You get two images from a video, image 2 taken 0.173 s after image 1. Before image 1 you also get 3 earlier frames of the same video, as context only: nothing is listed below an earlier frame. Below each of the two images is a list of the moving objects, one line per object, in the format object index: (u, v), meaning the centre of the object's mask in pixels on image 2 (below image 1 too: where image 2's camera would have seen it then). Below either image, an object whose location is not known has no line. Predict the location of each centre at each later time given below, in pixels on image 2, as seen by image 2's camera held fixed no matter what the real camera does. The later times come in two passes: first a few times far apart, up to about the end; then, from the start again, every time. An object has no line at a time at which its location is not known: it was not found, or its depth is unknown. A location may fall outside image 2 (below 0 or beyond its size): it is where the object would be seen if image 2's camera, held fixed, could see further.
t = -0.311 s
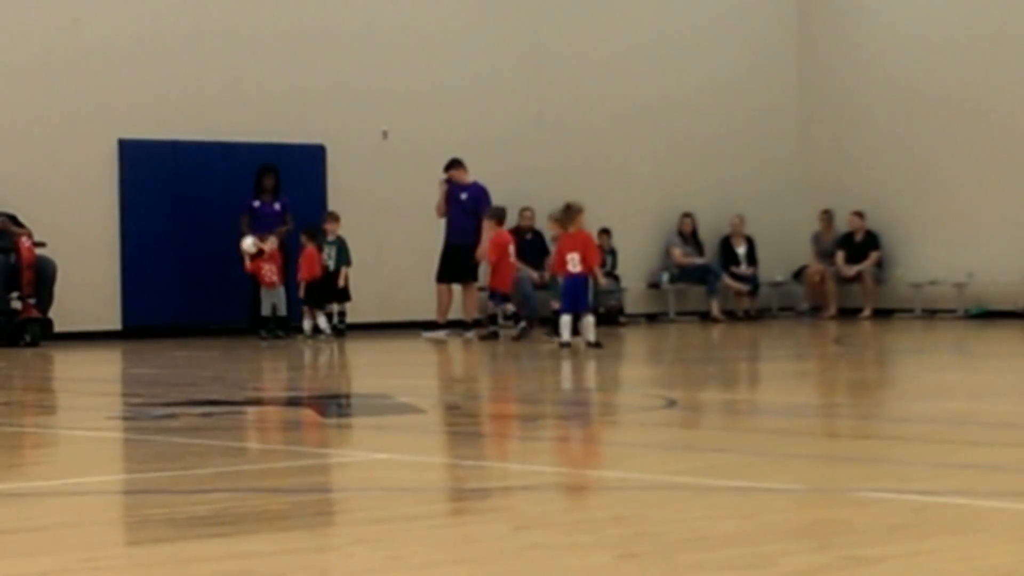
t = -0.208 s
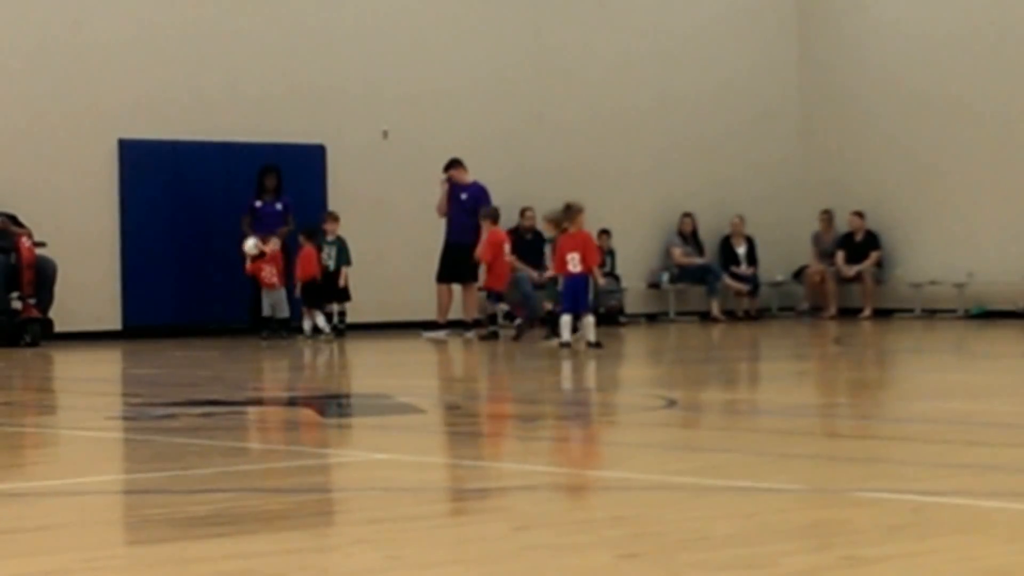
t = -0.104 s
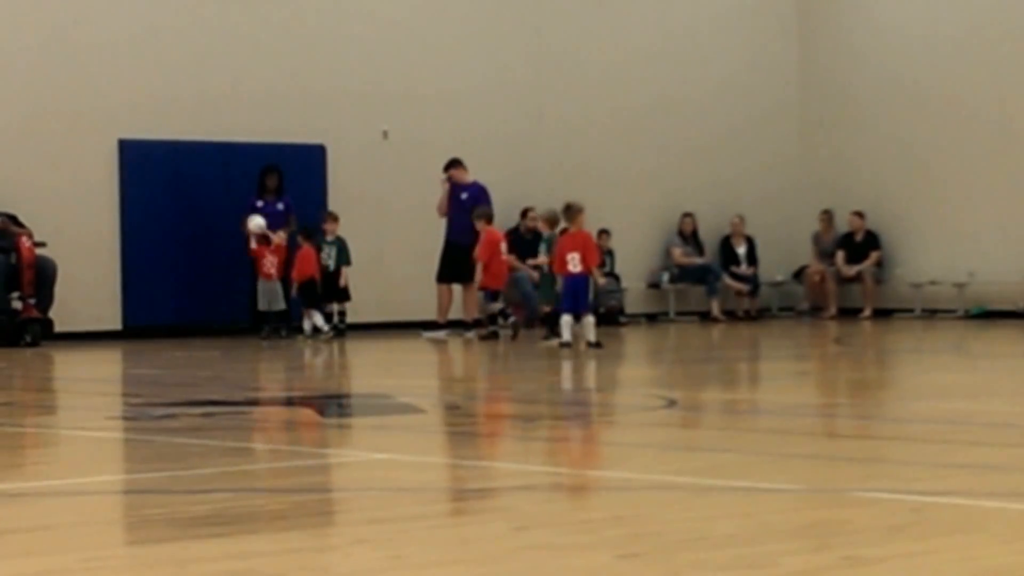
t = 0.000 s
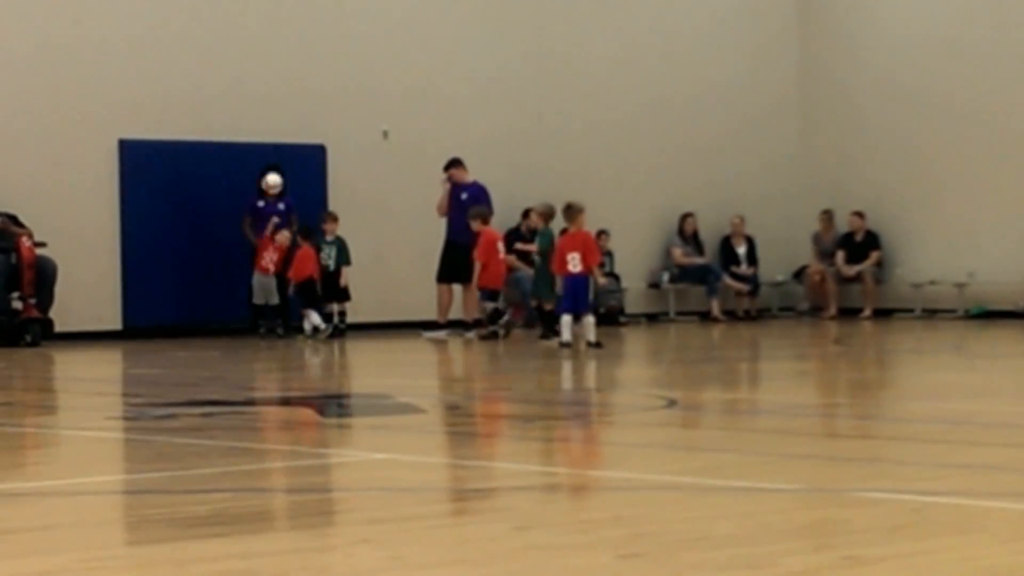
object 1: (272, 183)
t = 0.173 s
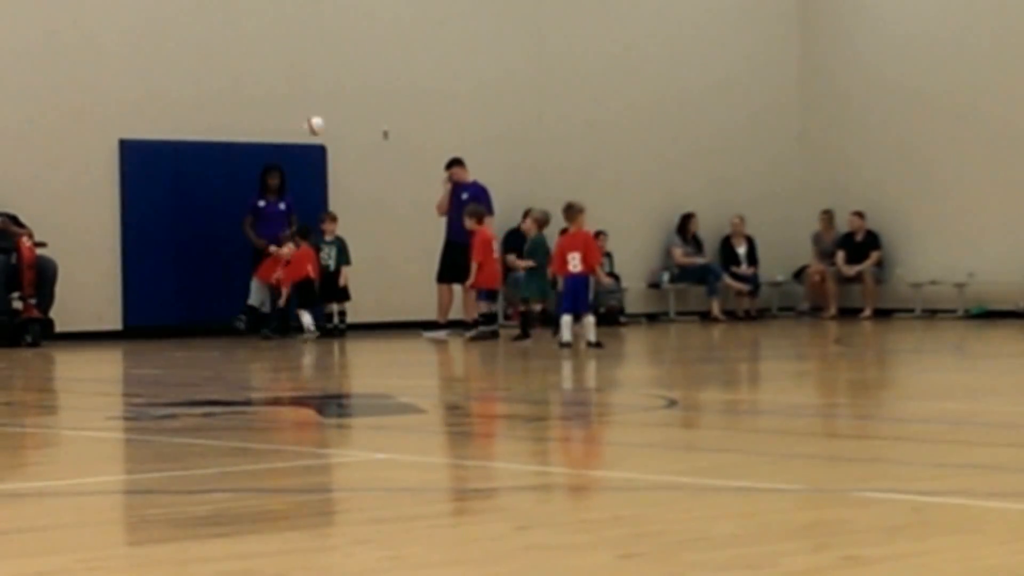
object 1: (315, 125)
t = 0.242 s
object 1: (329, 112)
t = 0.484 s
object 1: (379, 113)
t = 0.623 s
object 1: (412, 139)
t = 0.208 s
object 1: (323, 118)
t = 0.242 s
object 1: (329, 112)
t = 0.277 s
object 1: (335, 109)
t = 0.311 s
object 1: (343, 108)
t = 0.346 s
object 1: (350, 107)
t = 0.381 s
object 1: (356, 106)
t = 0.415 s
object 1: (364, 106)
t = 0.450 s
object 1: (372, 109)
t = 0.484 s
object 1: (379, 113)
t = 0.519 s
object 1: (386, 119)
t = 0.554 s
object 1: (392, 125)
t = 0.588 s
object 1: (403, 132)
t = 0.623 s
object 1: (412, 139)
